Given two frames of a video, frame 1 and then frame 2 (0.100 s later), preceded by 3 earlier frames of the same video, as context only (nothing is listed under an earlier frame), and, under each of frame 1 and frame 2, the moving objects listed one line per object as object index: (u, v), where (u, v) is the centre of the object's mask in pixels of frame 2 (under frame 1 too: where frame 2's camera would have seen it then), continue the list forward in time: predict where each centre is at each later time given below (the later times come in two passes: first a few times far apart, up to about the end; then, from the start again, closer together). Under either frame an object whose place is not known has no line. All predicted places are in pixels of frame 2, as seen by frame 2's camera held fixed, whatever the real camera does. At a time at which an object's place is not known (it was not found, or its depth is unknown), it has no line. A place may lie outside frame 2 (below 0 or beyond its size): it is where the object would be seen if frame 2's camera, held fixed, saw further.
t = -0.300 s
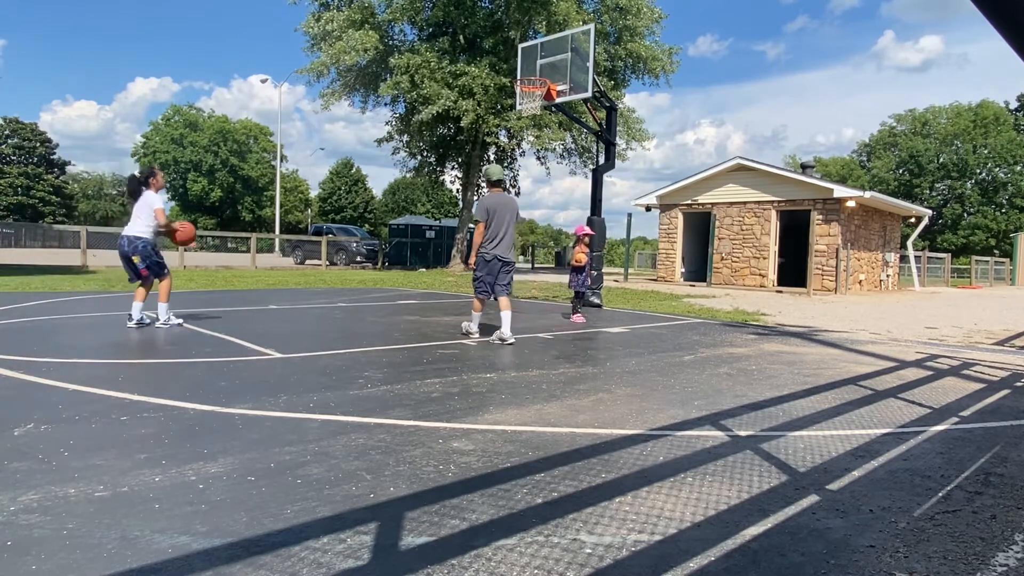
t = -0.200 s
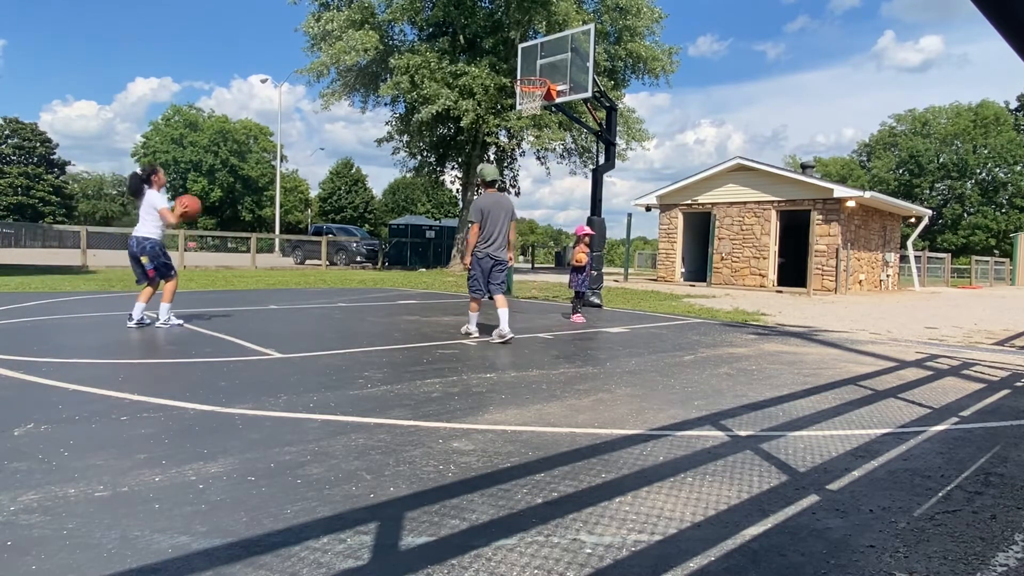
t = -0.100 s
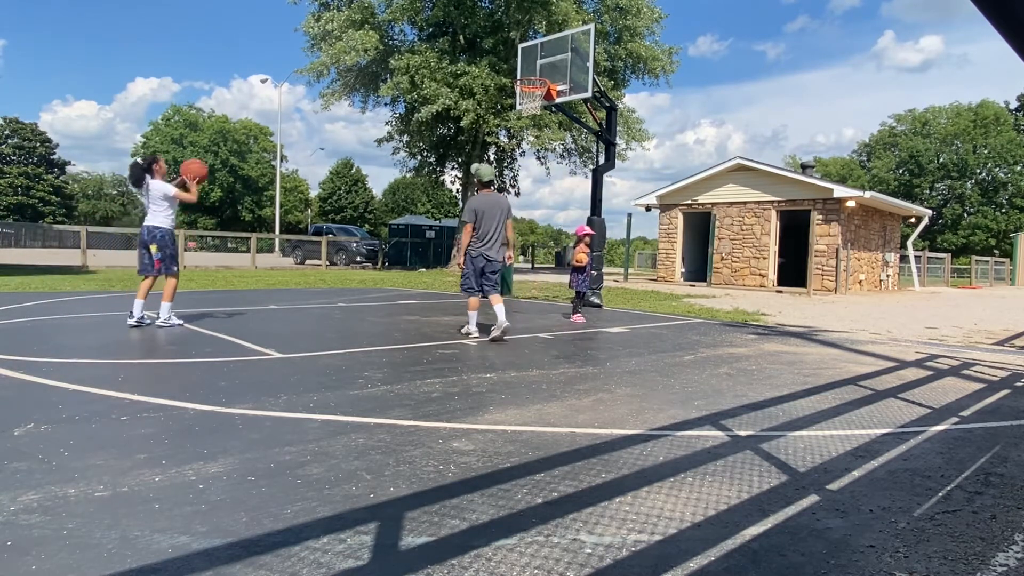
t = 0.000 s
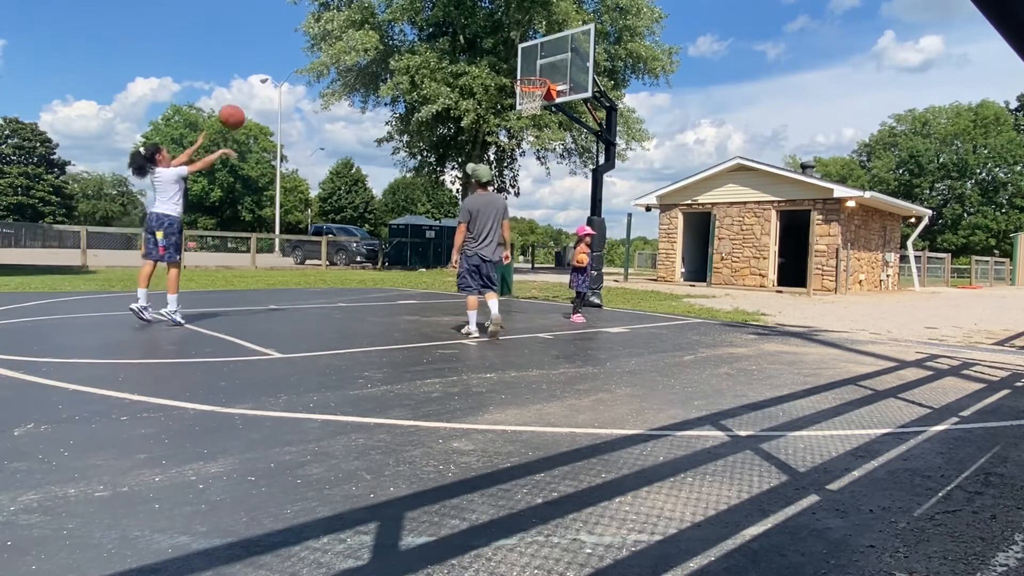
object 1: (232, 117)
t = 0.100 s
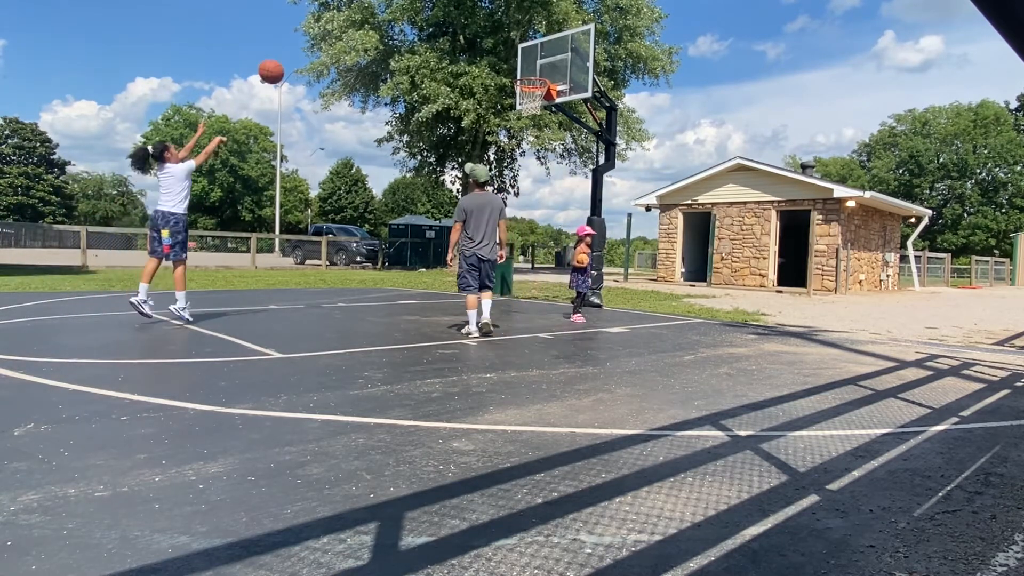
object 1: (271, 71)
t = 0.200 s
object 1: (307, 38)
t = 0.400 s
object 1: (372, 8)
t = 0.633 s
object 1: (436, 16)
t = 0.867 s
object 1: (490, 67)
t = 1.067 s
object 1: (528, 139)
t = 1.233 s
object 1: (555, 213)
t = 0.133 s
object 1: (284, 59)
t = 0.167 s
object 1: (296, 47)
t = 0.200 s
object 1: (307, 38)
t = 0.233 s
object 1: (319, 29)
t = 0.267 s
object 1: (330, 22)
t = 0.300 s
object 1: (341, 16)
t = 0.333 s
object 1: (352, 12)
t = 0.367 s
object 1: (363, 9)
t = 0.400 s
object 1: (372, 8)
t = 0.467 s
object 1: (392, 7)
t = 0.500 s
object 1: (401, 7)
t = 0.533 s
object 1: (411, 8)
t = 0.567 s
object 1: (419, 9)
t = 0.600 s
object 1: (428, 11)
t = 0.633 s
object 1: (436, 16)
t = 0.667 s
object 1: (445, 20)
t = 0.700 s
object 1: (453, 27)
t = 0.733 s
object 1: (460, 33)
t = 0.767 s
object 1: (468, 41)
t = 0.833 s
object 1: (483, 58)
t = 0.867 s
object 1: (490, 67)
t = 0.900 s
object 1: (496, 78)
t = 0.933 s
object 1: (503, 89)
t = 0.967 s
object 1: (509, 101)
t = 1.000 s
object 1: (516, 113)
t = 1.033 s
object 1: (522, 125)
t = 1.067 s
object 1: (528, 139)
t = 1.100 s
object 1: (533, 153)
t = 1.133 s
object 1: (539, 167)
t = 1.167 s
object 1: (545, 182)
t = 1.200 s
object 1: (550, 197)
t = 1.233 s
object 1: (555, 213)
